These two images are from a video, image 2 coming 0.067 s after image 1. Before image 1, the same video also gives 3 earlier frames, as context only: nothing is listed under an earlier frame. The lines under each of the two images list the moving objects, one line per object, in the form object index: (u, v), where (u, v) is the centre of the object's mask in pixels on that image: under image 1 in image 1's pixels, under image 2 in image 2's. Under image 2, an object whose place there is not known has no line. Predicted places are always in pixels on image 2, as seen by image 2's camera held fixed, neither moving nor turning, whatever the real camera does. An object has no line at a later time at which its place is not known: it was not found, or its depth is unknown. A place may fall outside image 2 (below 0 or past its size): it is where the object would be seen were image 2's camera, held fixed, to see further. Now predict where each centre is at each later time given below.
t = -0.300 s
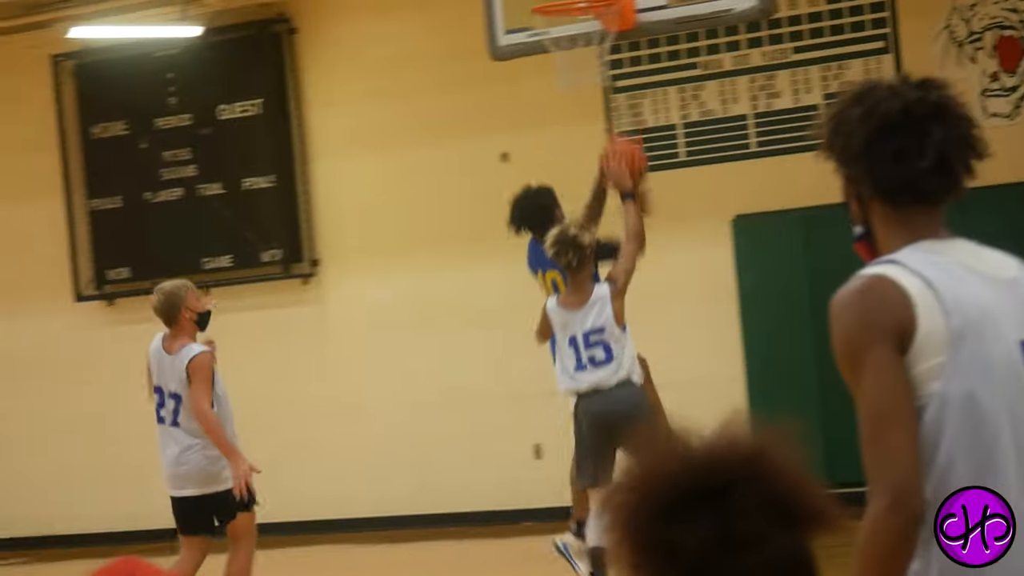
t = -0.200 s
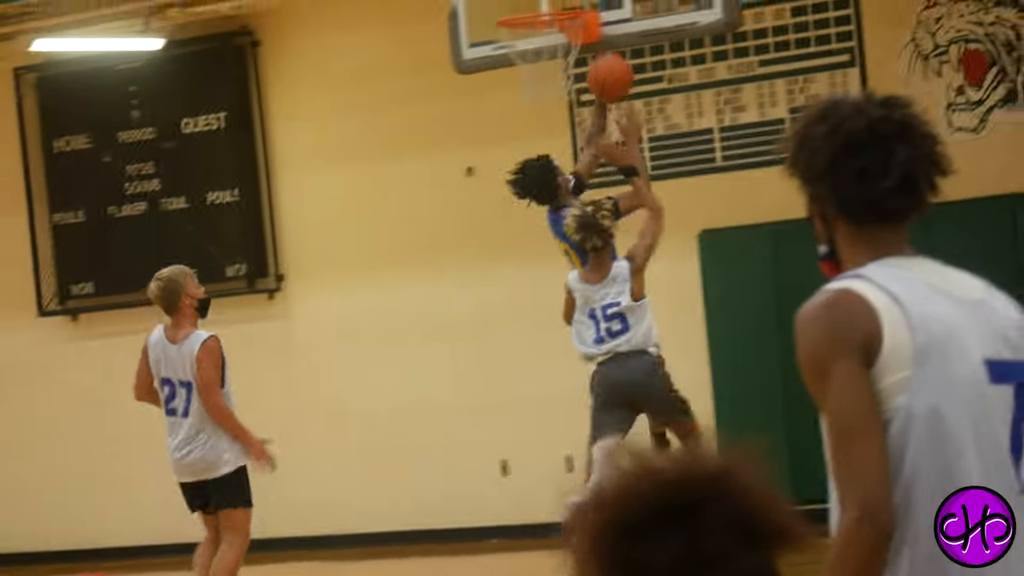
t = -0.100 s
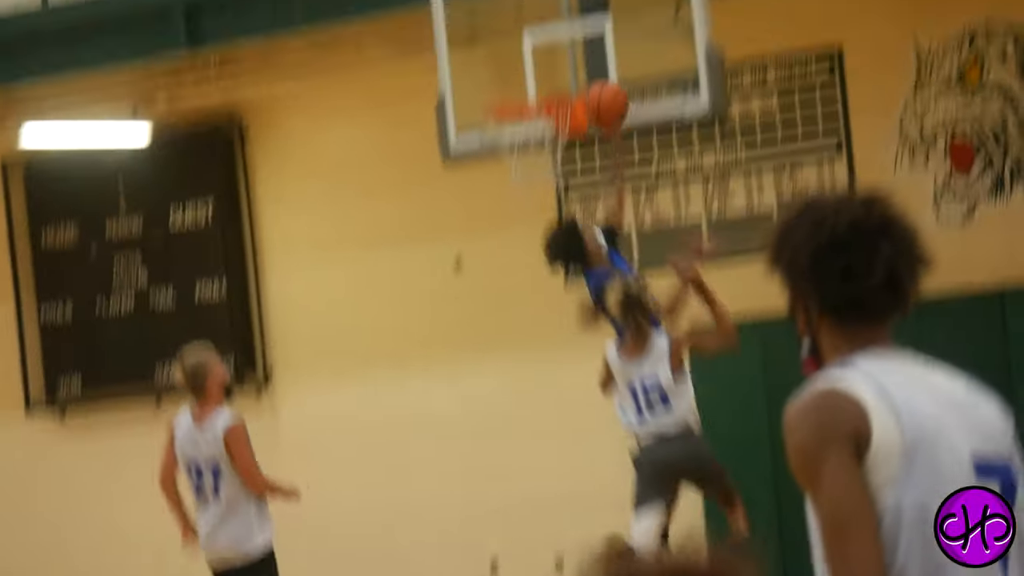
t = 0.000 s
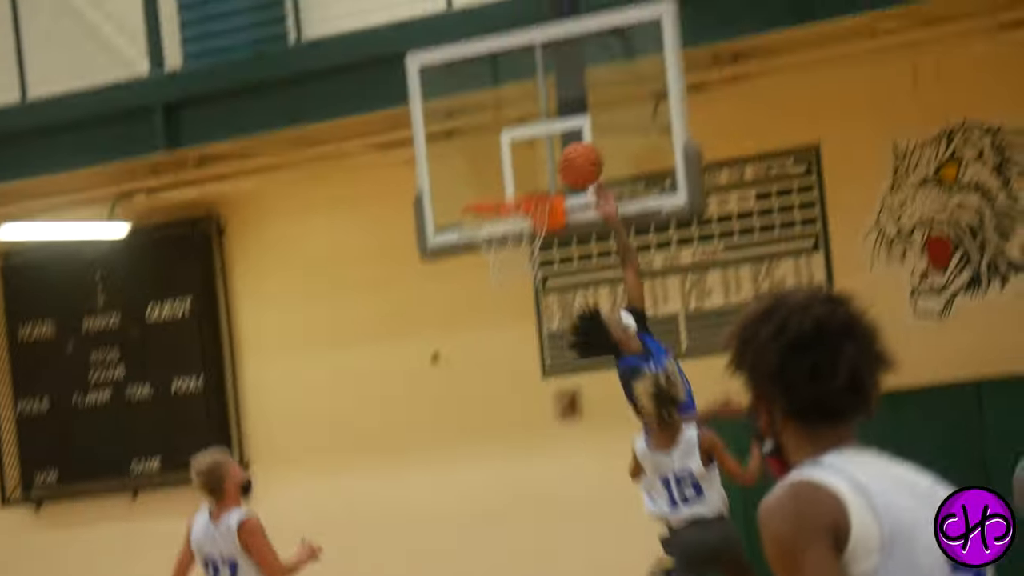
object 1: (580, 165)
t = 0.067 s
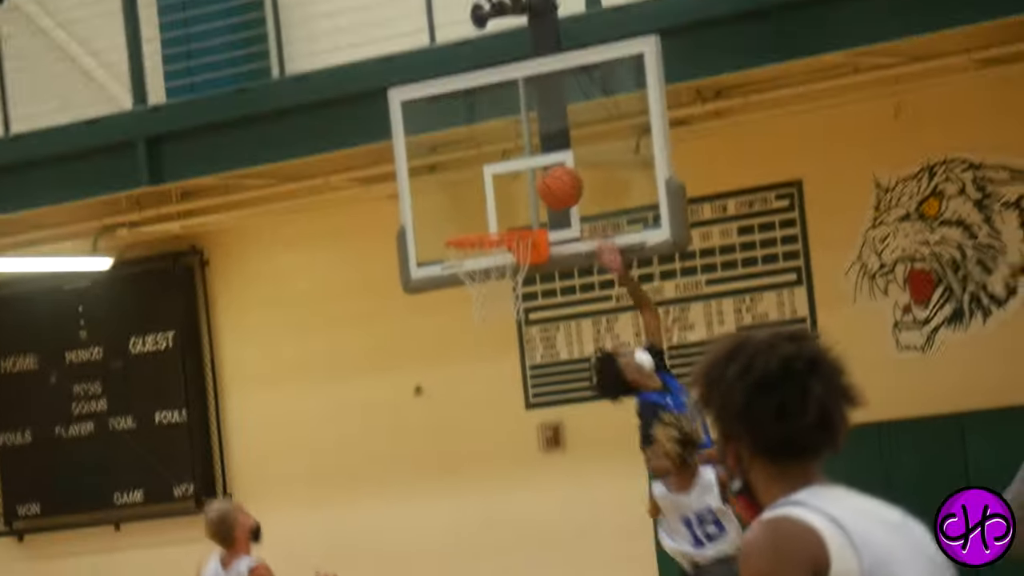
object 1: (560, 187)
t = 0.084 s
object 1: (558, 185)
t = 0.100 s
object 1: (557, 185)
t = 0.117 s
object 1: (557, 185)
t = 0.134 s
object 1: (557, 185)
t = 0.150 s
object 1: (556, 184)
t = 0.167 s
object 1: (552, 184)
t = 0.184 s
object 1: (547, 185)
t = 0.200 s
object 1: (543, 185)
